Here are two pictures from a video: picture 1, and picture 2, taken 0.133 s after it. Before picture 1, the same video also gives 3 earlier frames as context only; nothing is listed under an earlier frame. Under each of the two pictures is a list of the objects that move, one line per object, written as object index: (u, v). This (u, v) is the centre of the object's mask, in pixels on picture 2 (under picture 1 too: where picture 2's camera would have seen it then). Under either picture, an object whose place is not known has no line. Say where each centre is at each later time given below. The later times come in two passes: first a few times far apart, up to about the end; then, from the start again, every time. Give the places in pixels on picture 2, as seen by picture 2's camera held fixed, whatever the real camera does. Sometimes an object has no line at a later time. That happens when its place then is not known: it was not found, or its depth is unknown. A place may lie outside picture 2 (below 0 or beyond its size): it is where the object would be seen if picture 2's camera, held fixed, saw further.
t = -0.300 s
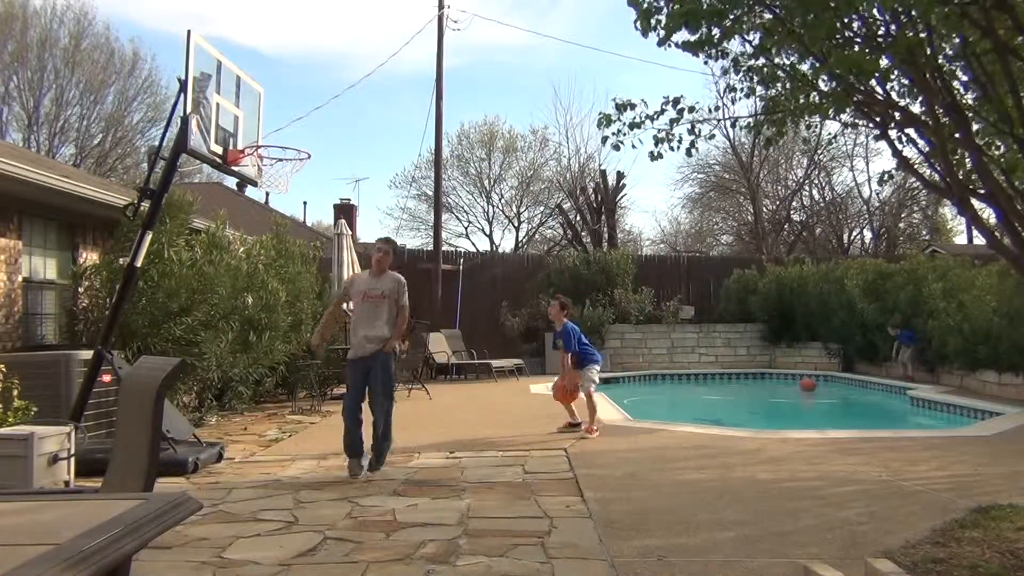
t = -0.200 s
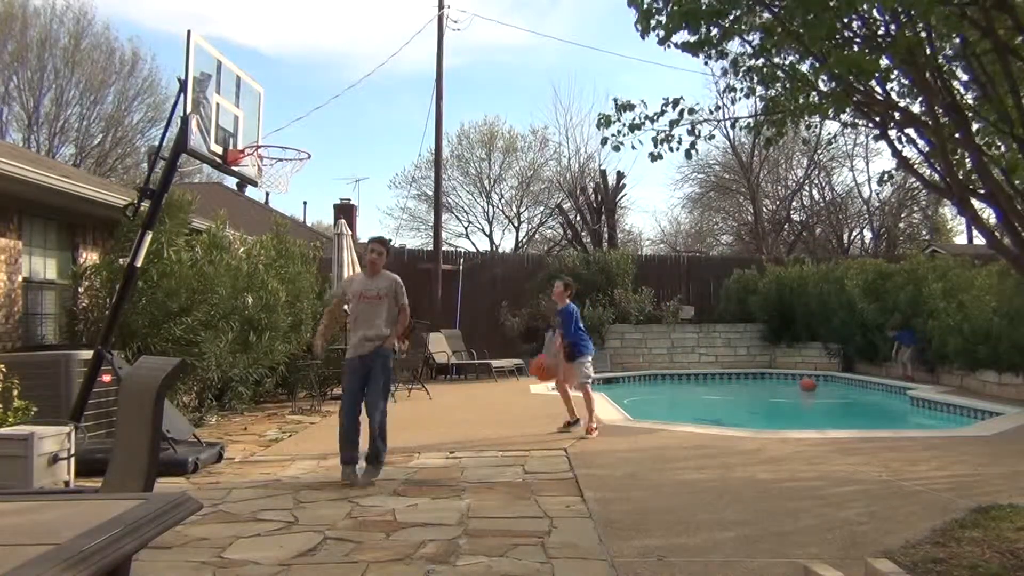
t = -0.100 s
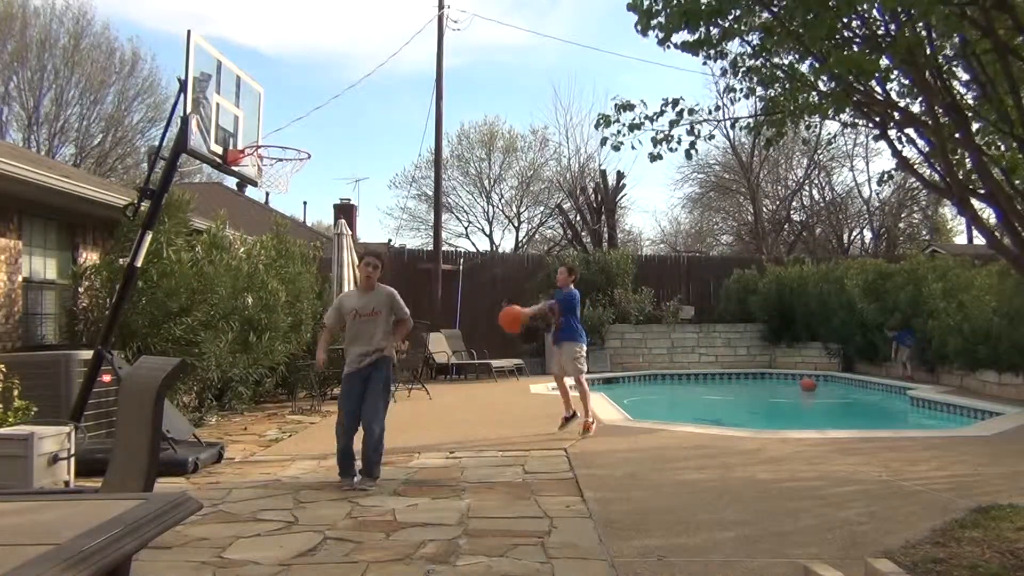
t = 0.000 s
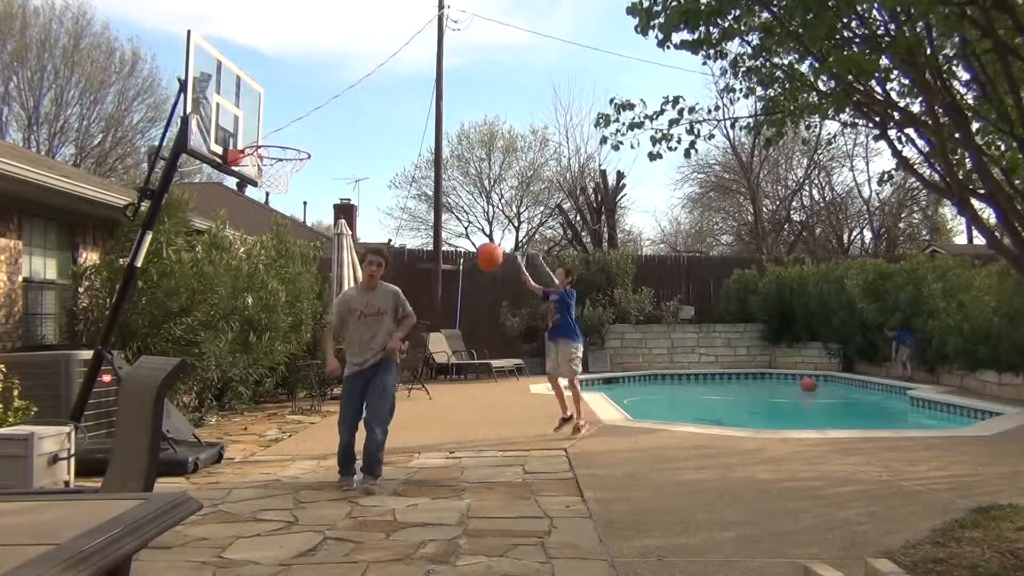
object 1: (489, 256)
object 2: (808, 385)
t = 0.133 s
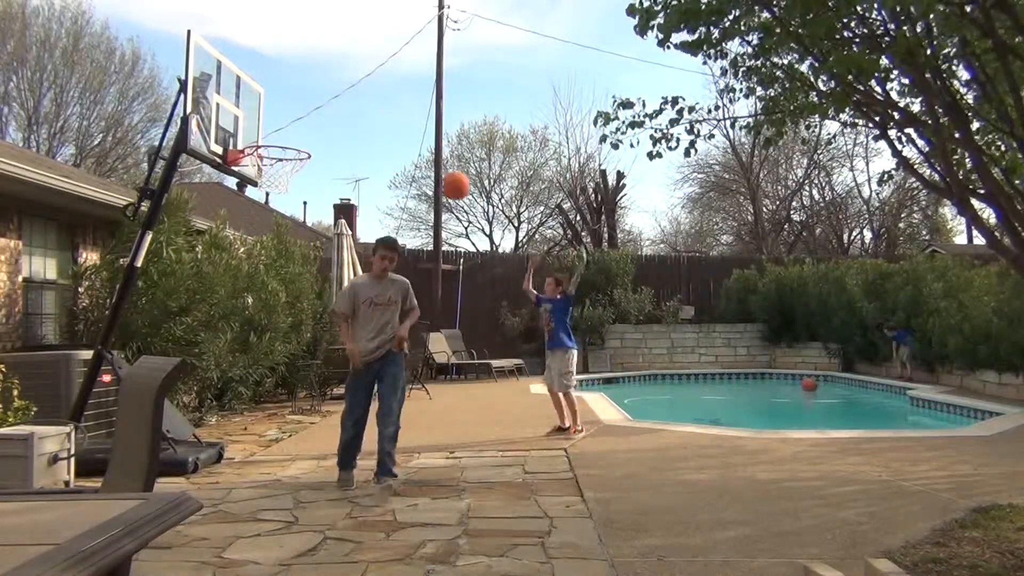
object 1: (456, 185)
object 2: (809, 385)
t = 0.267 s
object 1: (422, 133)
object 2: (809, 385)
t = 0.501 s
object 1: (361, 90)
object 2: (810, 385)
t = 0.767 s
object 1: (287, 125)
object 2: (813, 384)
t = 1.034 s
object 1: (283, 236)
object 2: (814, 384)
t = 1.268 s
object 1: (307, 387)
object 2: (815, 384)
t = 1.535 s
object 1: (337, 327)
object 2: (816, 384)
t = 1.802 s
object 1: (367, 249)
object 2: (817, 384)
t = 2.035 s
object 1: (389, 247)
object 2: (819, 384)
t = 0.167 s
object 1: (447, 171)
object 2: (809, 385)
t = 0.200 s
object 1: (439, 157)
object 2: (809, 385)
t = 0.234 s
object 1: (430, 145)
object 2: (809, 385)
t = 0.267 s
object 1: (422, 133)
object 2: (809, 385)
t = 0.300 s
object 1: (414, 123)
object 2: (809, 385)
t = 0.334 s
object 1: (405, 115)
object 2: (810, 385)
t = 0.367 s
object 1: (396, 107)
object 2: (810, 385)
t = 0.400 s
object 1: (388, 101)
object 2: (810, 385)
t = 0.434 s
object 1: (379, 96)
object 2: (810, 385)
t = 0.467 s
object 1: (370, 92)
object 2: (810, 385)
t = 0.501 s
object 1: (361, 90)
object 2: (810, 385)
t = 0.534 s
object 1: (353, 89)
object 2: (810, 385)
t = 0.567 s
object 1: (343, 90)
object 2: (810, 385)
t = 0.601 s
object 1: (334, 92)
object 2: (811, 384)
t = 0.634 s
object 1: (325, 96)
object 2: (812, 384)
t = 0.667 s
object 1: (316, 101)
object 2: (813, 384)
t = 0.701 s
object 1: (306, 107)
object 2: (813, 384)
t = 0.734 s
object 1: (297, 116)
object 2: (813, 384)
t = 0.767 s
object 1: (287, 125)
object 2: (813, 384)
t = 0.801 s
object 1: (277, 137)
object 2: (813, 384)
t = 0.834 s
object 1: (266, 150)
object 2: (813, 384)
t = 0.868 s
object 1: (264, 163)
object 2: (814, 384)
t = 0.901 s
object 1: (267, 174)
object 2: (814, 384)
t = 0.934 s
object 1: (271, 188)
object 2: (814, 384)
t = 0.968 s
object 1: (276, 203)
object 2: (814, 384)
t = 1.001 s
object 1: (279, 219)
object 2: (814, 384)
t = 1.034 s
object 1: (283, 236)
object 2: (814, 384)
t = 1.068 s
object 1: (287, 254)
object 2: (814, 384)
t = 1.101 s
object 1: (291, 272)
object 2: (814, 384)
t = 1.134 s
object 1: (293, 293)
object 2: (814, 384)
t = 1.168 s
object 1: (297, 316)
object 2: (815, 384)
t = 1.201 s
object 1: (301, 339)
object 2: (815, 384)
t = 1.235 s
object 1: (304, 362)
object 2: (815, 384)
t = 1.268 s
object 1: (307, 387)
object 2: (815, 384)
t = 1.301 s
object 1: (311, 415)
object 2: (815, 384)
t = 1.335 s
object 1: (312, 442)
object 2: (815, 384)
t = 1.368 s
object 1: (317, 424)
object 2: (815, 384)
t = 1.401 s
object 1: (322, 399)
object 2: (816, 384)
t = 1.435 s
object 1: (325, 380)
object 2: (816, 384)
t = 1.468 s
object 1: (330, 361)
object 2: (816, 384)
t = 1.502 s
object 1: (333, 343)
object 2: (816, 384)
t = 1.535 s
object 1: (337, 327)
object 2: (816, 384)
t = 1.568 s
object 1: (342, 312)
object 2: (816, 384)
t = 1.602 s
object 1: (345, 298)
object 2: (816, 384)
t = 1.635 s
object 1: (350, 286)
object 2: (816, 384)
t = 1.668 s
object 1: (352, 276)
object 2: (816, 384)
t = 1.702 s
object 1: (356, 267)
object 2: (817, 384)
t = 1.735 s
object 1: (359, 259)
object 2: (817, 384)
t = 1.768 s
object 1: (363, 253)
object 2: (817, 384)
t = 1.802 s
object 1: (367, 249)
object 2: (817, 384)
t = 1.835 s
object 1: (370, 244)
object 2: (817, 384)
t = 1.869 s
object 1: (372, 243)
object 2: (817, 384)
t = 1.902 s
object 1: (376, 241)
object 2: (818, 384)
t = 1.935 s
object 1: (379, 241)
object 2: (818, 384)
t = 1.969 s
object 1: (382, 242)
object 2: (819, 384)
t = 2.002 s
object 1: (386, 244)
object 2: (819, 384)
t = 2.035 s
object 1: (389, 247)
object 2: (819, 384)
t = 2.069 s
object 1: (393, 251)
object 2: (819, 384)
